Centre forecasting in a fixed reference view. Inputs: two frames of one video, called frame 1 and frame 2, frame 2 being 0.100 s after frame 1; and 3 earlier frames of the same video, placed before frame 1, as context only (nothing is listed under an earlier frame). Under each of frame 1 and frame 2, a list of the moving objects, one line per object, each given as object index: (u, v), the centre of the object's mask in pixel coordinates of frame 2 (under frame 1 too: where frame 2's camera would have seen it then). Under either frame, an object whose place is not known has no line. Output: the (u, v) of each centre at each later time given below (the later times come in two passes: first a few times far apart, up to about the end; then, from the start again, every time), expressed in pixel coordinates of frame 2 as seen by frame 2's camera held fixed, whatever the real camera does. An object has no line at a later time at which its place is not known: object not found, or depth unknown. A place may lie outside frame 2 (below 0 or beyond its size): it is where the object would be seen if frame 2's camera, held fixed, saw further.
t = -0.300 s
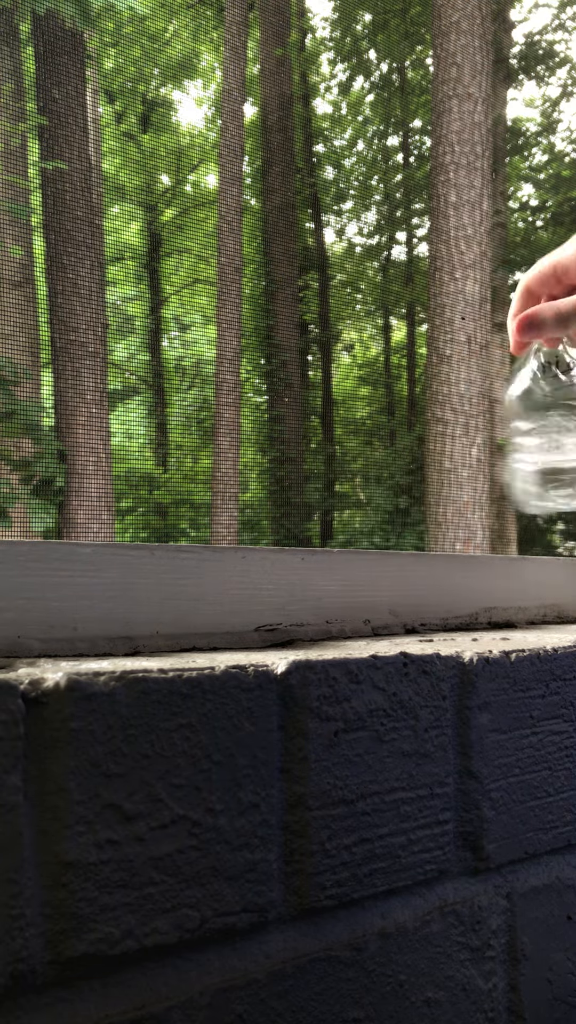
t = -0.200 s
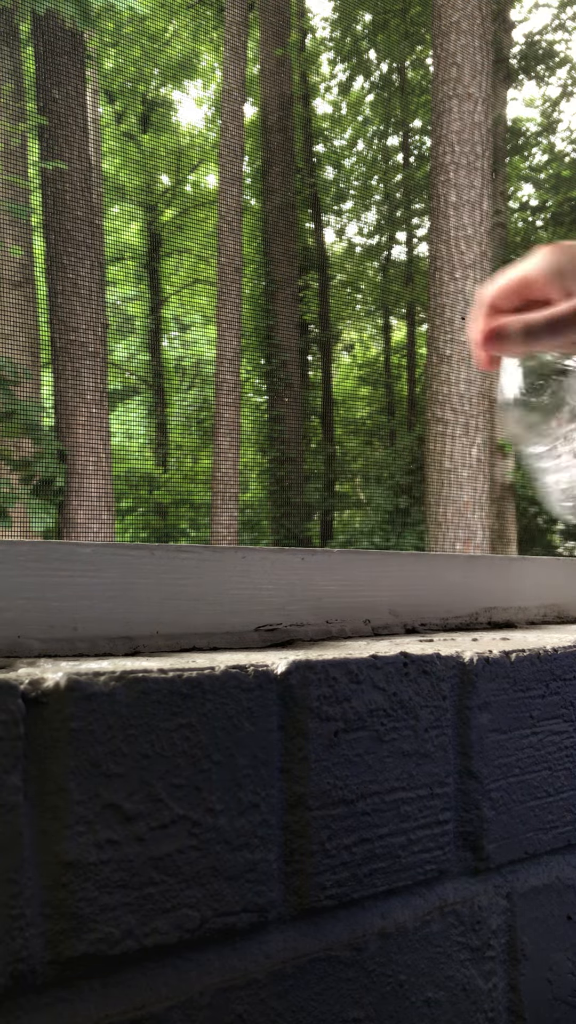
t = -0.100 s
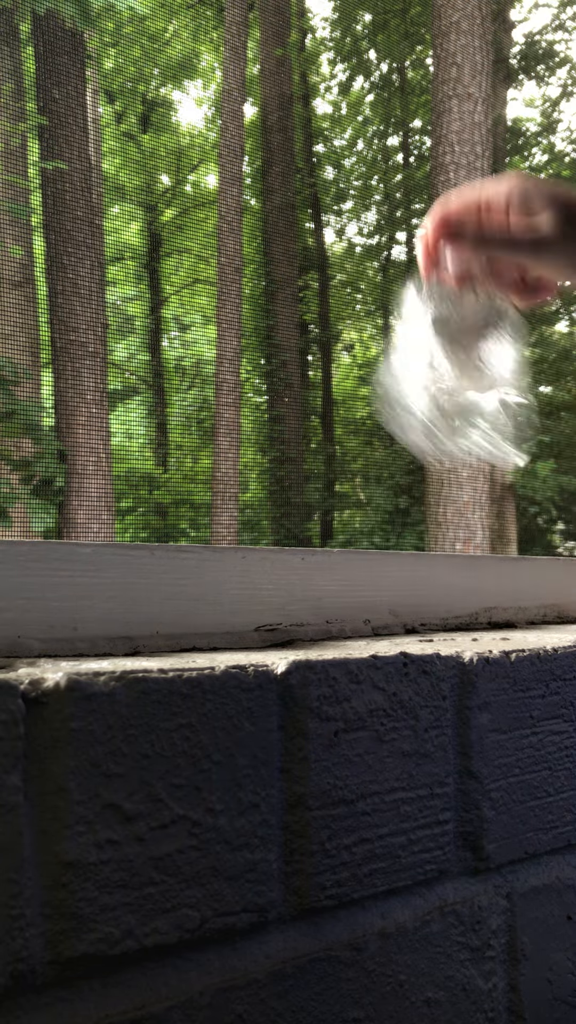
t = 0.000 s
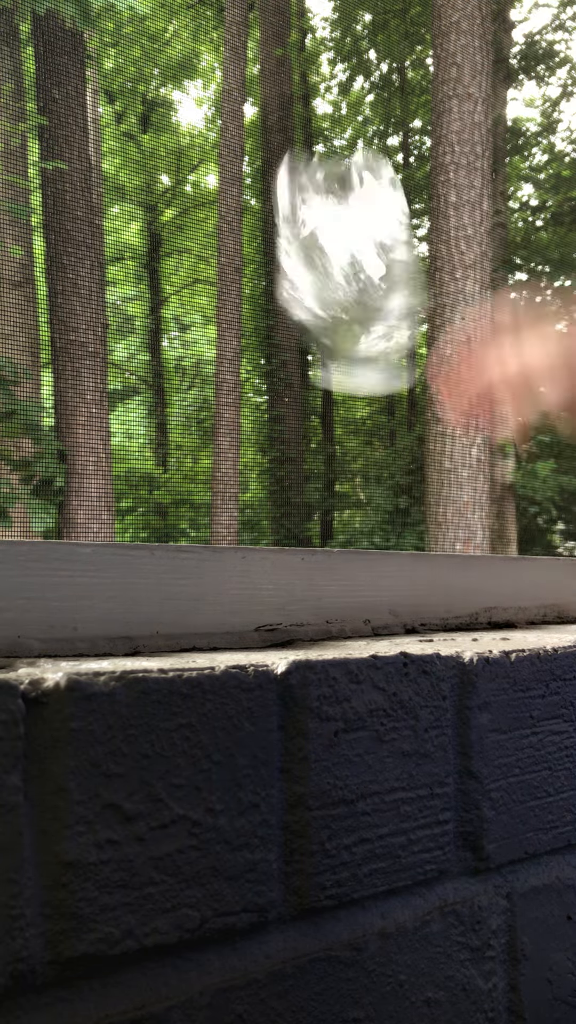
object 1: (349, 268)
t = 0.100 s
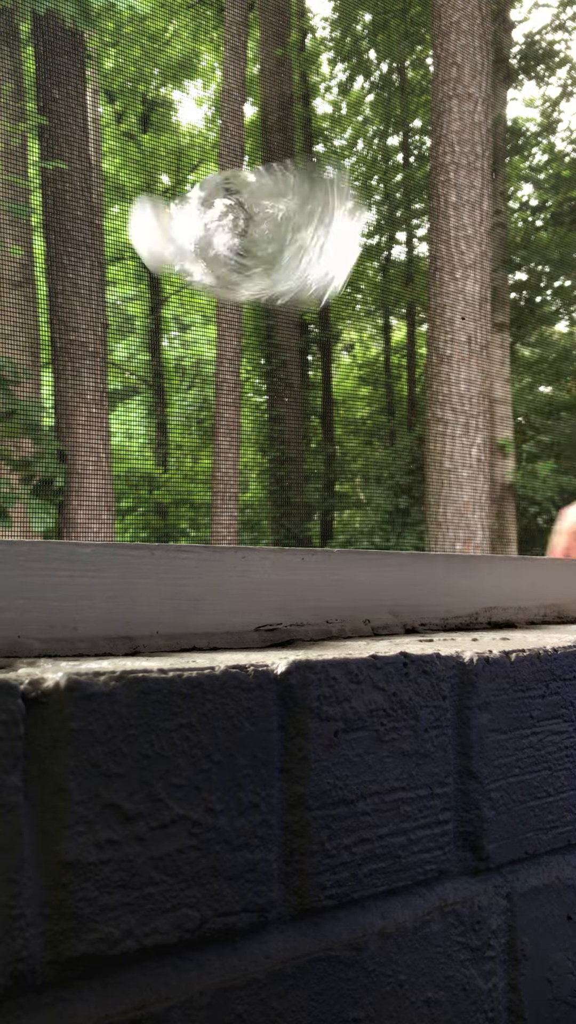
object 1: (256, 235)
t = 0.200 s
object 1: (213, 418)
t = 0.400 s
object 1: (204, 460)
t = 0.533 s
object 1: (204, 460)
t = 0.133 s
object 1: (241, 270)
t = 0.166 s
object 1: (226, 327)
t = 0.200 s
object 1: (213, 418)
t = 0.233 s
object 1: (207, 453)
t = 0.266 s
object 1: (203, 460)
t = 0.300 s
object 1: (203, 460)
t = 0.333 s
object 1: (203, 462)
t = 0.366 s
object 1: (204, 462)
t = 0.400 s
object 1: (204, 460)
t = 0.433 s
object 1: (204, 460)
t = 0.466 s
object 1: (204, 460)
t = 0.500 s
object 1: (204, 460)
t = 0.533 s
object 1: (204, 460)
